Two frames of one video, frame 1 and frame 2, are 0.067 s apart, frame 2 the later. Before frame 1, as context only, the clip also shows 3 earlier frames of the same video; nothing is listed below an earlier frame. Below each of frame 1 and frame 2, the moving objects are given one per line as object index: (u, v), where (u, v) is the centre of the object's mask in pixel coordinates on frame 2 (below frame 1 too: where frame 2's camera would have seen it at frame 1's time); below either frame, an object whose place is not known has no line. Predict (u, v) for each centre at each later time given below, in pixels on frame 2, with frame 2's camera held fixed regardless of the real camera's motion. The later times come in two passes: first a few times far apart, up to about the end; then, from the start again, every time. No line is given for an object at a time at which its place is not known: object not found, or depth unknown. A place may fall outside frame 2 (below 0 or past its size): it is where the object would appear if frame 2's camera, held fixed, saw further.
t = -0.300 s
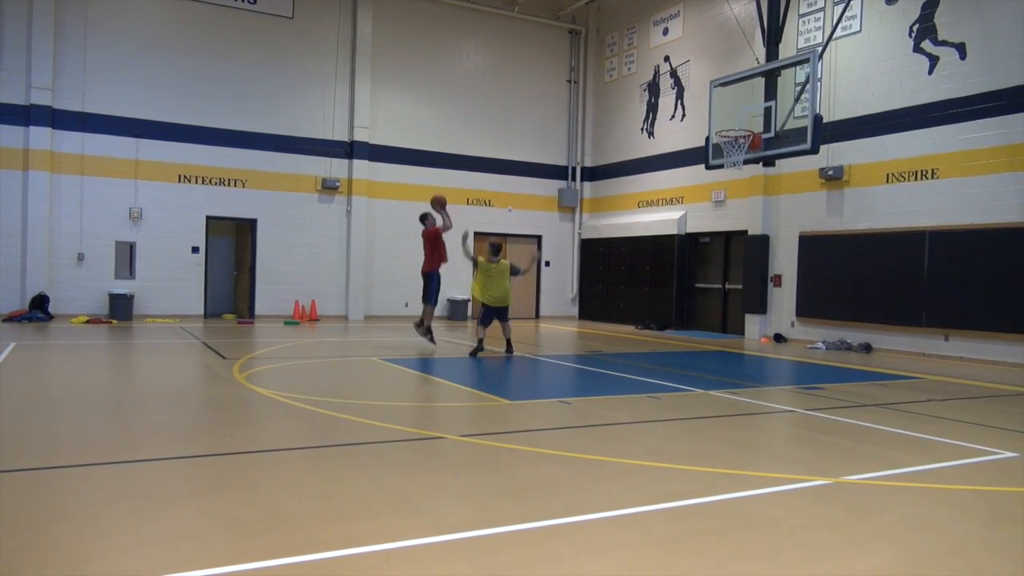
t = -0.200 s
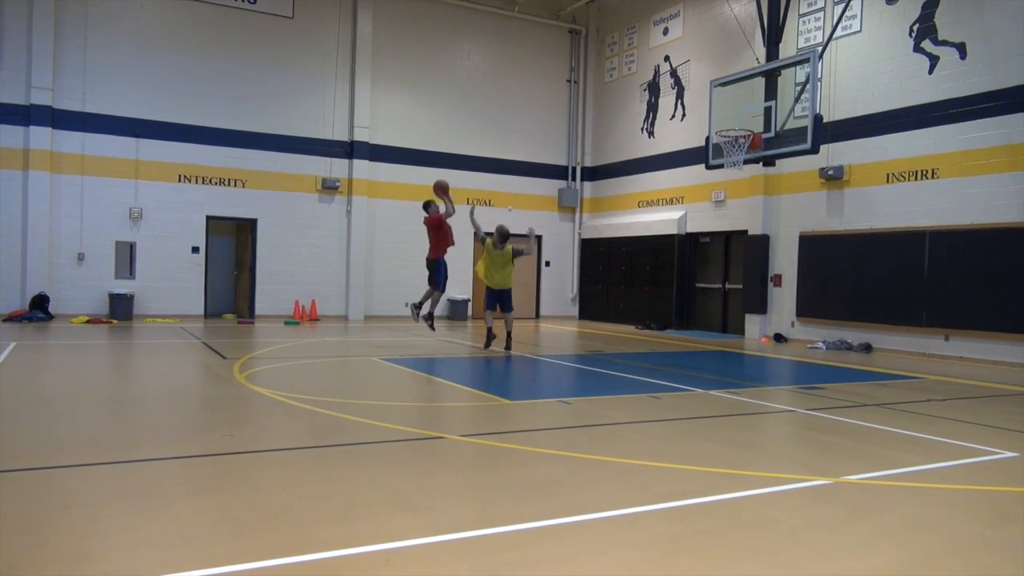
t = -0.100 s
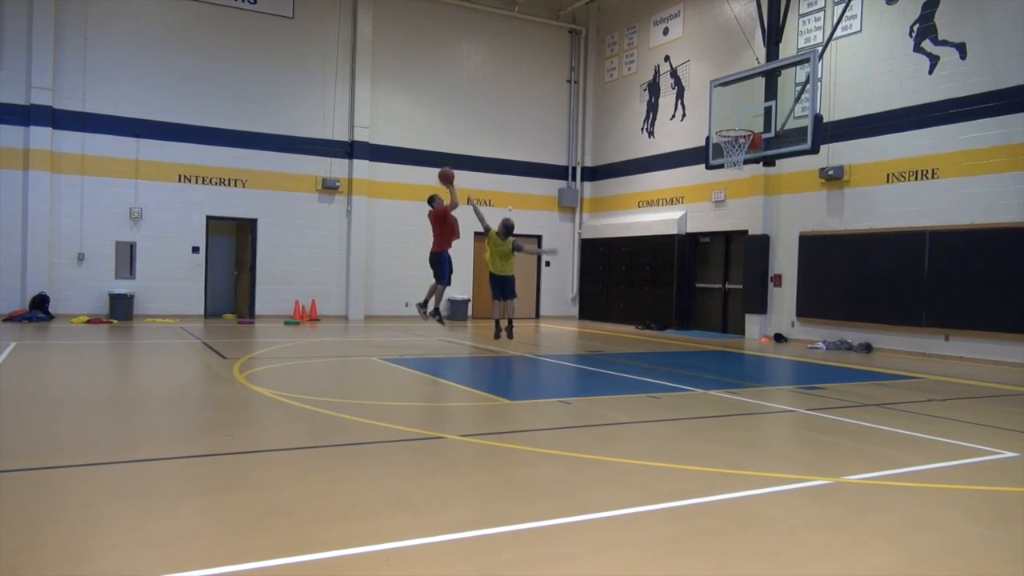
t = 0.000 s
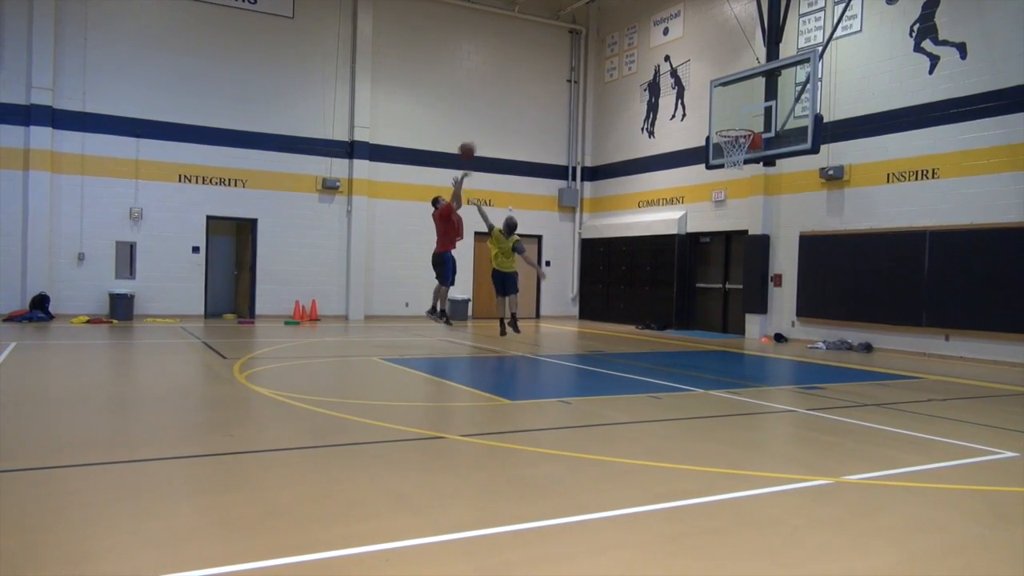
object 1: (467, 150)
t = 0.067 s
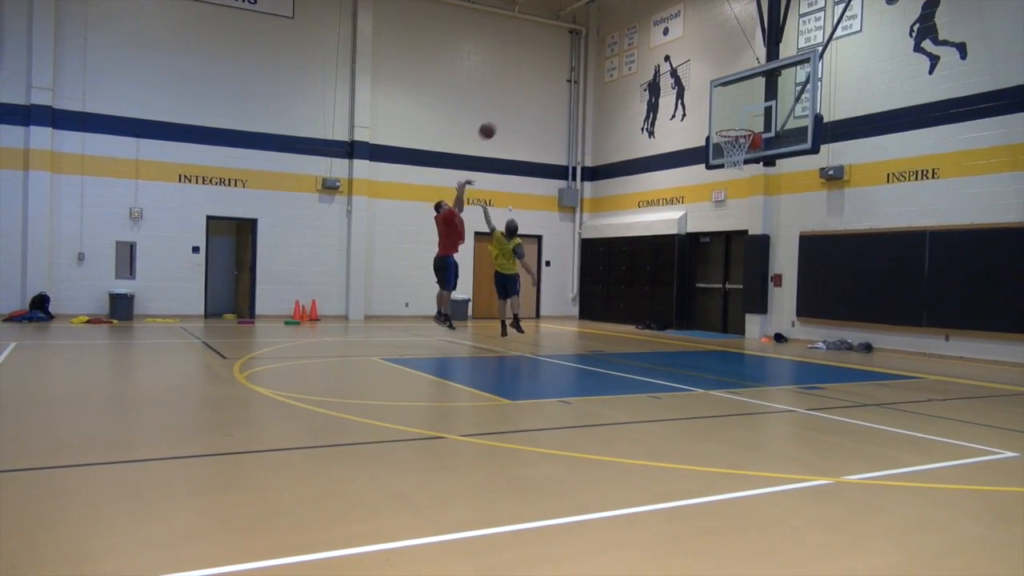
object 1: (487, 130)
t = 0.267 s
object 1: (548, 90)
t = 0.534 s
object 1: (631, 76)
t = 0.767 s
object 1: (703, 107)
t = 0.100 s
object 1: (497, 121)
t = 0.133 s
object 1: (507, 114)
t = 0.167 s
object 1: (517, 107)
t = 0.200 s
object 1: (527, 101)
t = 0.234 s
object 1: (538, 95)
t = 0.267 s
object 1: (548, 90)
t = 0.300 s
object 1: (558, 86)
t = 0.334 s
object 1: (568, 83)
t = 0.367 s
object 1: (580, 79)
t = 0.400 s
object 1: (589, 78)
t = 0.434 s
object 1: (599, 76)
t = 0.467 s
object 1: (609, 76)
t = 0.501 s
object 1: (620, 76)
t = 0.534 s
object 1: (631, 76)
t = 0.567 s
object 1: (641, 78)
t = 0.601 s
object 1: (651, 81)
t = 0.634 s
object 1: (662, 84)
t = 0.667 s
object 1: (672, 89)
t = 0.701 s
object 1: (682, 94)
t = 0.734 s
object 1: (693, 100)
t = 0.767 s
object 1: (703, 107)
